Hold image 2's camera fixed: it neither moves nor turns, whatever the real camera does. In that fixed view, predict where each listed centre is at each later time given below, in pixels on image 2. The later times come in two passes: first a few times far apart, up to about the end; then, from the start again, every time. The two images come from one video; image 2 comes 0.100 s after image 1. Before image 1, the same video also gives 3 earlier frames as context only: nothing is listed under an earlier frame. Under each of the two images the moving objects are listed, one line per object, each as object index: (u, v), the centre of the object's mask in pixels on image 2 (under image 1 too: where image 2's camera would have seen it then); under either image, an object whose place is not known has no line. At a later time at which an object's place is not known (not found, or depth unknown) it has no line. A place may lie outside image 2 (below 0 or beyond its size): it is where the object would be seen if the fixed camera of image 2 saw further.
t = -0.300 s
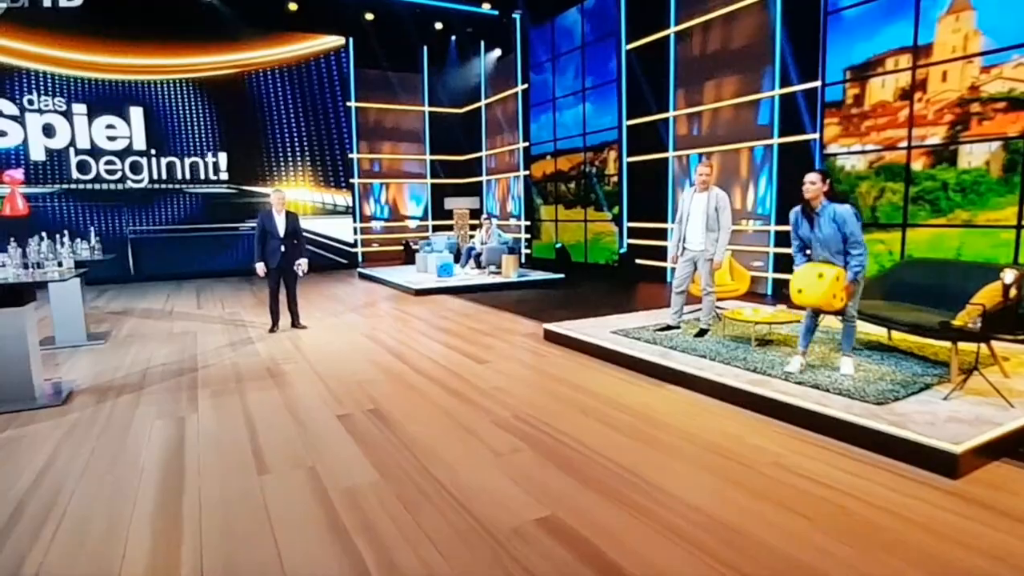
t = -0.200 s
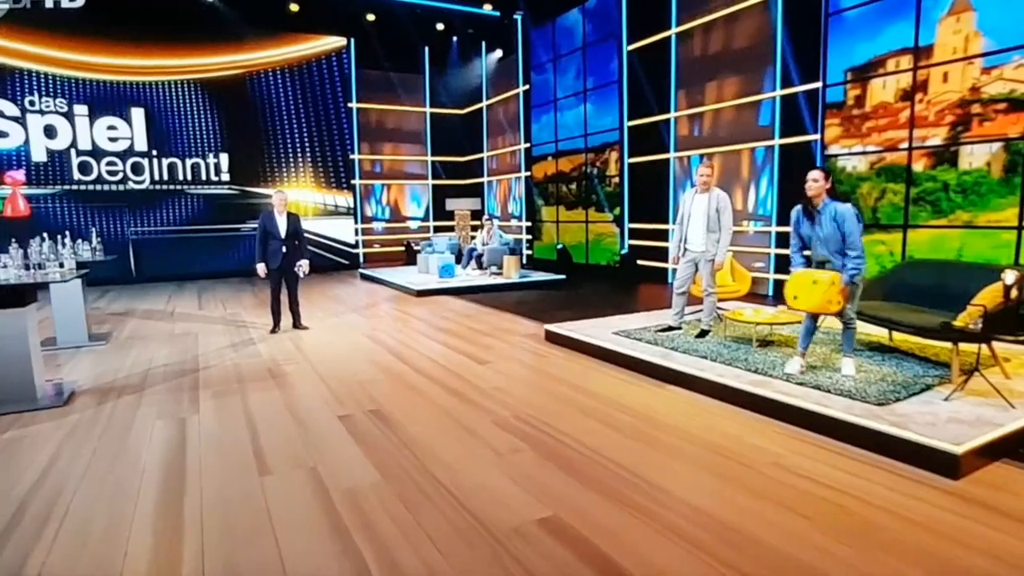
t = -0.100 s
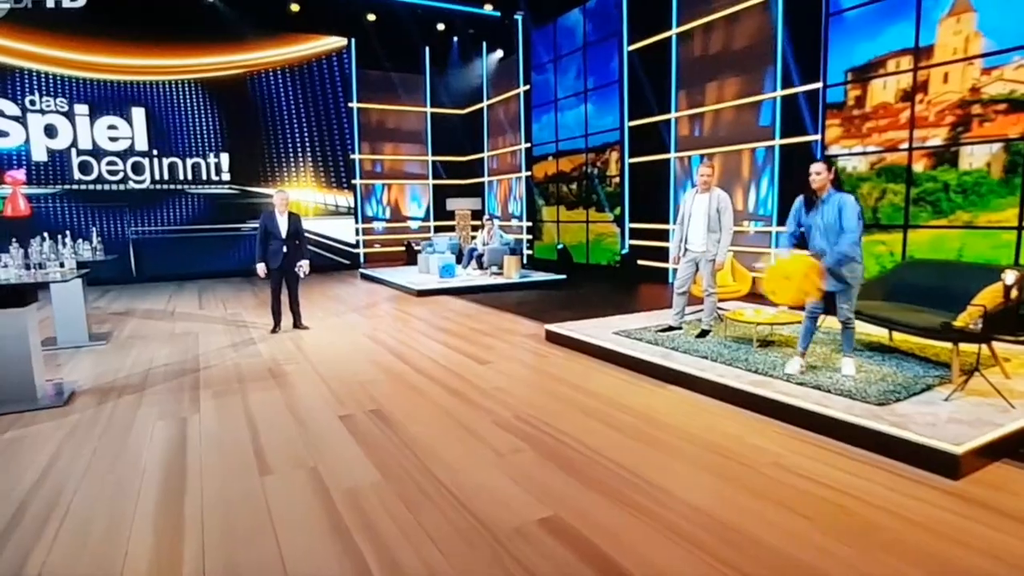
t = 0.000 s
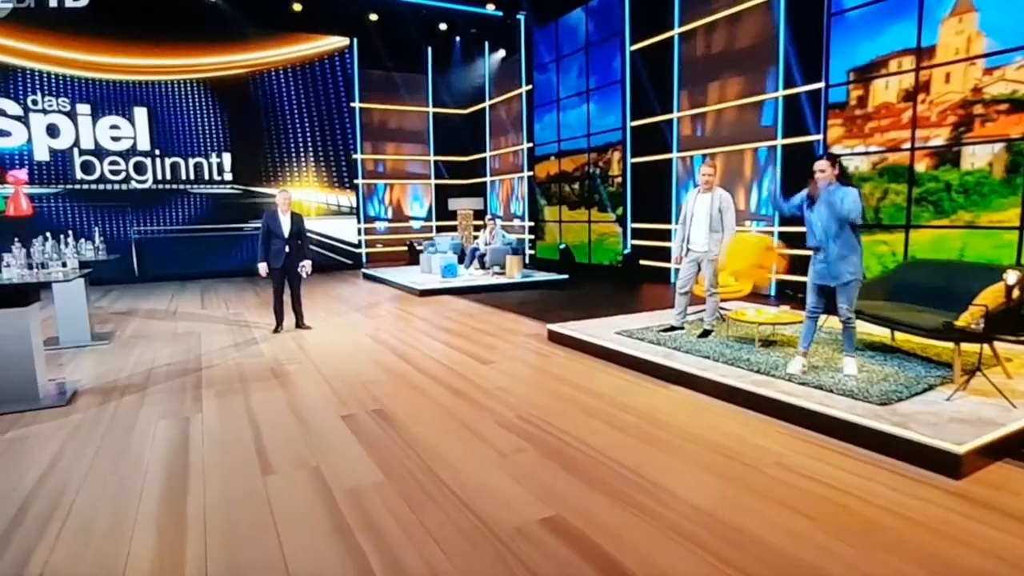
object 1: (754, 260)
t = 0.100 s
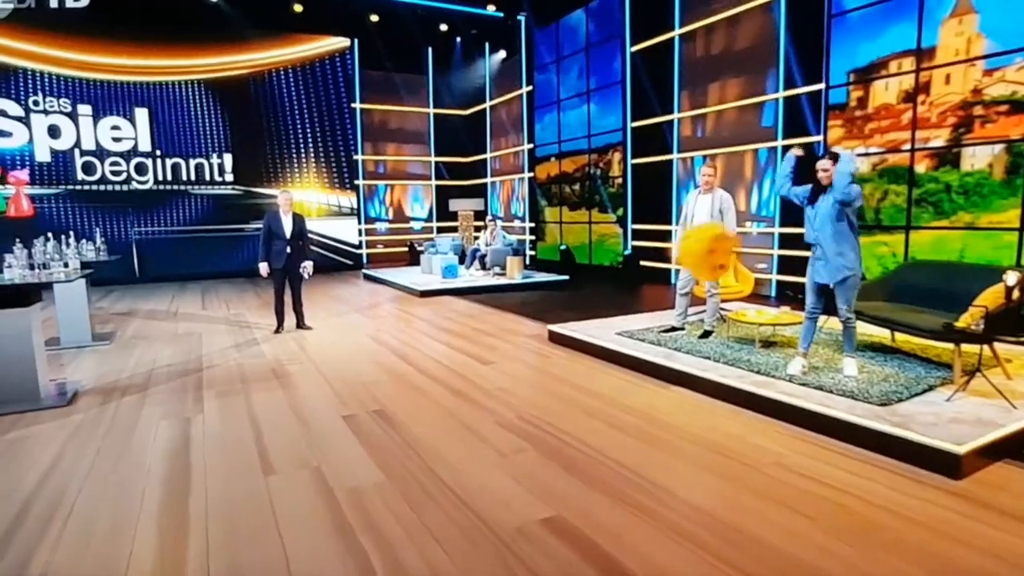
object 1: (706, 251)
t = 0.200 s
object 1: (655, 259)
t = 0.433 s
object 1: (536, 333)
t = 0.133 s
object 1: (691, 251)
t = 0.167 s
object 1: (673, 254)
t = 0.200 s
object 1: (655, 259)
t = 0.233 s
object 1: (640, 262)
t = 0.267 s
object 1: (623, 270)
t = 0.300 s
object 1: (606, 281)
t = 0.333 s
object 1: (590, 290)
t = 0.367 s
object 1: (576, 298)
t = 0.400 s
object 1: (557, 313)
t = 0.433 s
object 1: (536, 333)
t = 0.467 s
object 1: (519, 351)
